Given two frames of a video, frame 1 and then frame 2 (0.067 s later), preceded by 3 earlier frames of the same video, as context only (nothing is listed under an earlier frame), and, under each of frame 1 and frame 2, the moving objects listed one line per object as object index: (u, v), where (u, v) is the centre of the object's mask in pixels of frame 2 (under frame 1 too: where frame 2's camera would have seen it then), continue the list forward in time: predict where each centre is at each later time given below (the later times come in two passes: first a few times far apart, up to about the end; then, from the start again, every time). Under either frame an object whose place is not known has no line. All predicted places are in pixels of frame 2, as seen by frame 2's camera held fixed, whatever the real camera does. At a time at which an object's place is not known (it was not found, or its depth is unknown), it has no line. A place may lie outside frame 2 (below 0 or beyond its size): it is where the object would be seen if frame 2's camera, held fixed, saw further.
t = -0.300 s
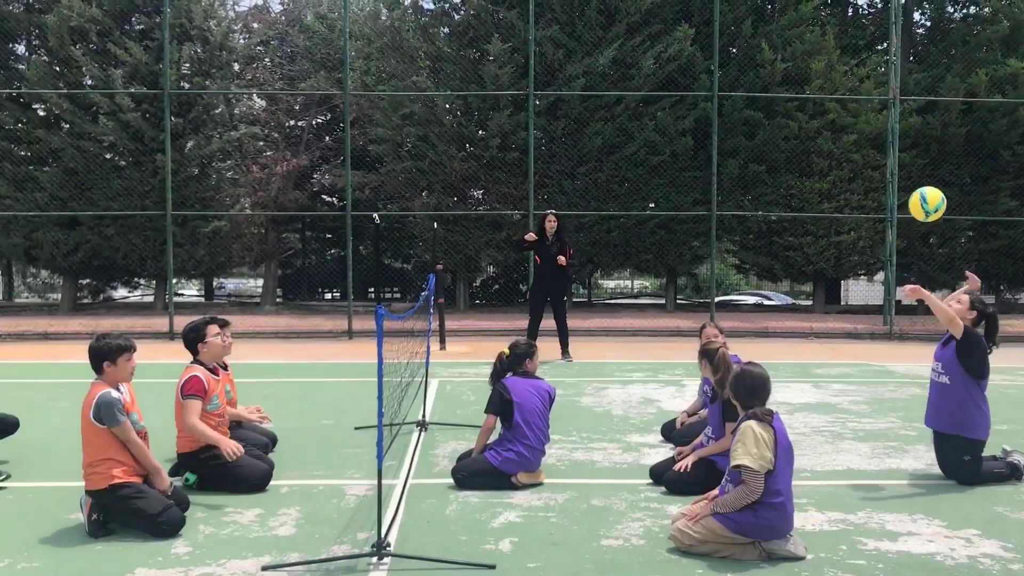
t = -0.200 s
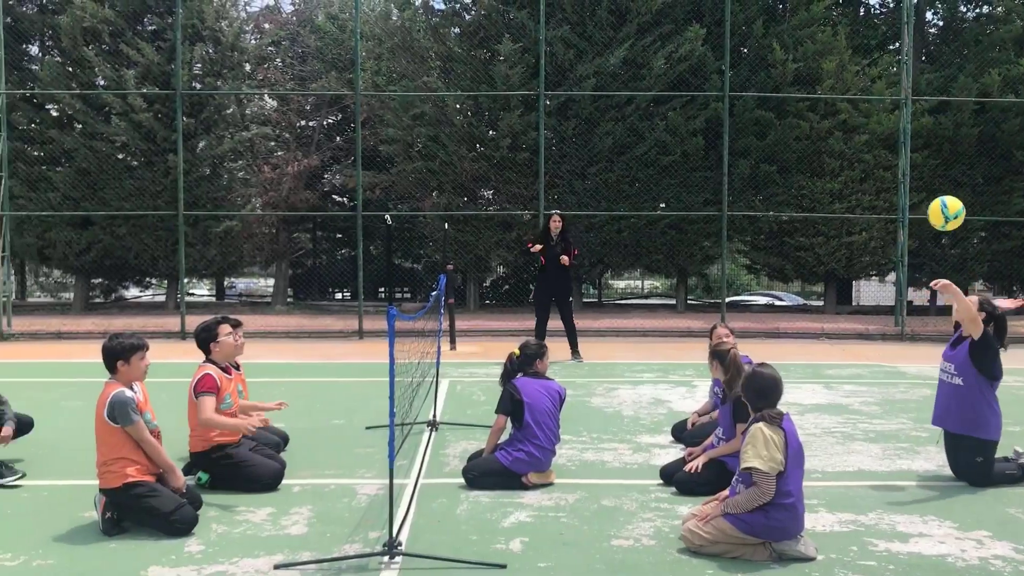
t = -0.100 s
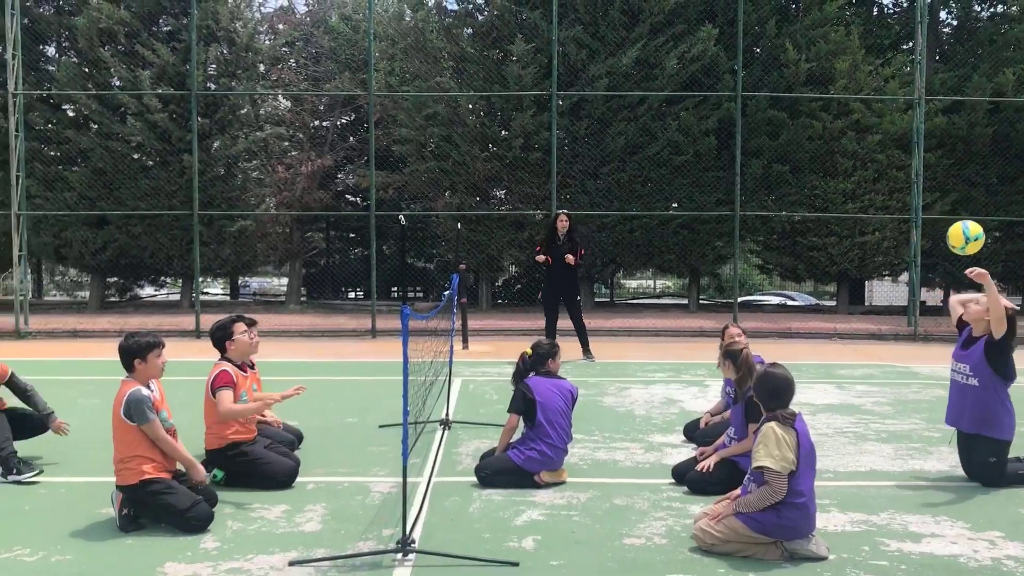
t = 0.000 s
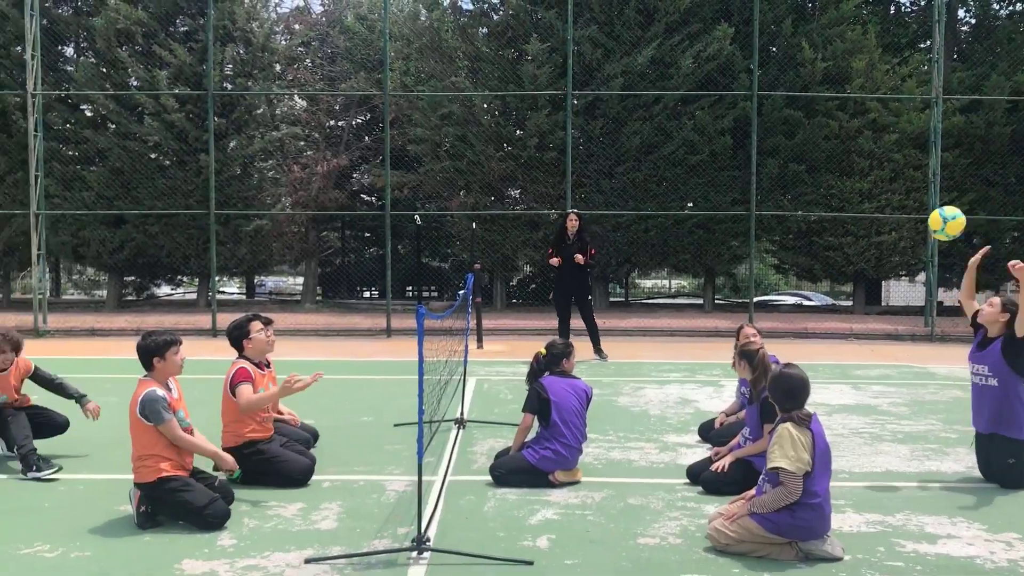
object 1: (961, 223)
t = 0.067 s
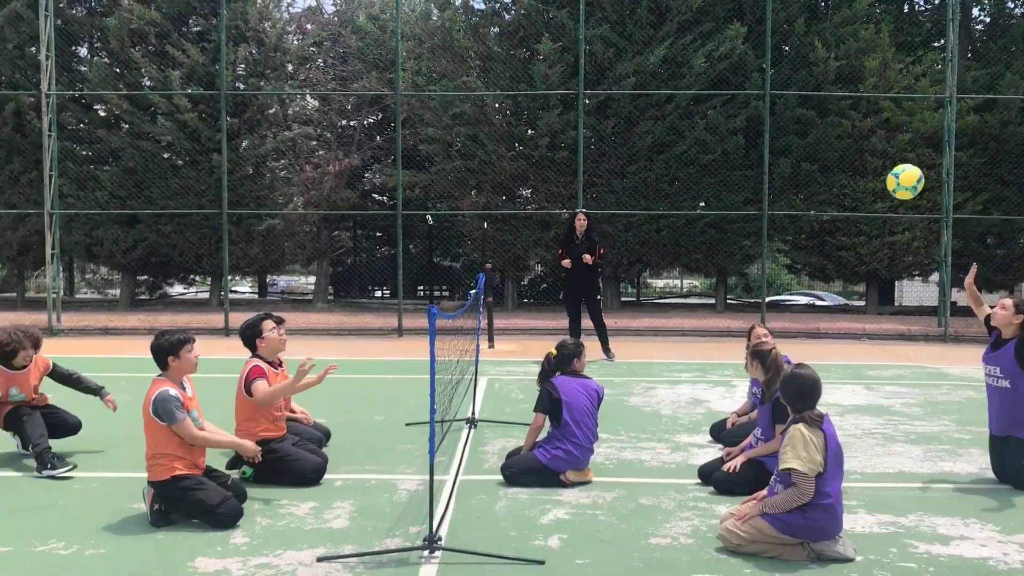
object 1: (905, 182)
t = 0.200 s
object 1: (794, 121)
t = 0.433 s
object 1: (602, 87)
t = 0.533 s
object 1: (521, 99)
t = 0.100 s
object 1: (877, 164)
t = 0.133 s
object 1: (849, 148)
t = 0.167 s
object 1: (821, 133)
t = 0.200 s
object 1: (794, 121)
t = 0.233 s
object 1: (766, 111)
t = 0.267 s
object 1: (739, 102)
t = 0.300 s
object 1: (711, 95)
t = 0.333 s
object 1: (684, 90)
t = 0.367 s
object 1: (657, 87)
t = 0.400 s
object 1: (629, 86)
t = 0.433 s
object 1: (602, 87)
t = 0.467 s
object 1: (575, 89)
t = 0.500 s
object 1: (548, 93)
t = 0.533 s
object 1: (521, 99)
